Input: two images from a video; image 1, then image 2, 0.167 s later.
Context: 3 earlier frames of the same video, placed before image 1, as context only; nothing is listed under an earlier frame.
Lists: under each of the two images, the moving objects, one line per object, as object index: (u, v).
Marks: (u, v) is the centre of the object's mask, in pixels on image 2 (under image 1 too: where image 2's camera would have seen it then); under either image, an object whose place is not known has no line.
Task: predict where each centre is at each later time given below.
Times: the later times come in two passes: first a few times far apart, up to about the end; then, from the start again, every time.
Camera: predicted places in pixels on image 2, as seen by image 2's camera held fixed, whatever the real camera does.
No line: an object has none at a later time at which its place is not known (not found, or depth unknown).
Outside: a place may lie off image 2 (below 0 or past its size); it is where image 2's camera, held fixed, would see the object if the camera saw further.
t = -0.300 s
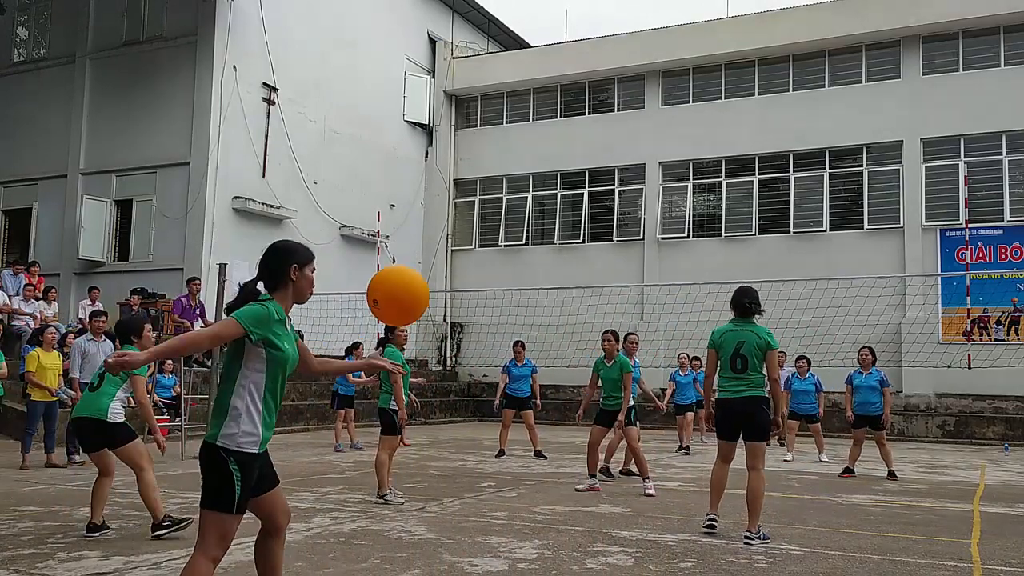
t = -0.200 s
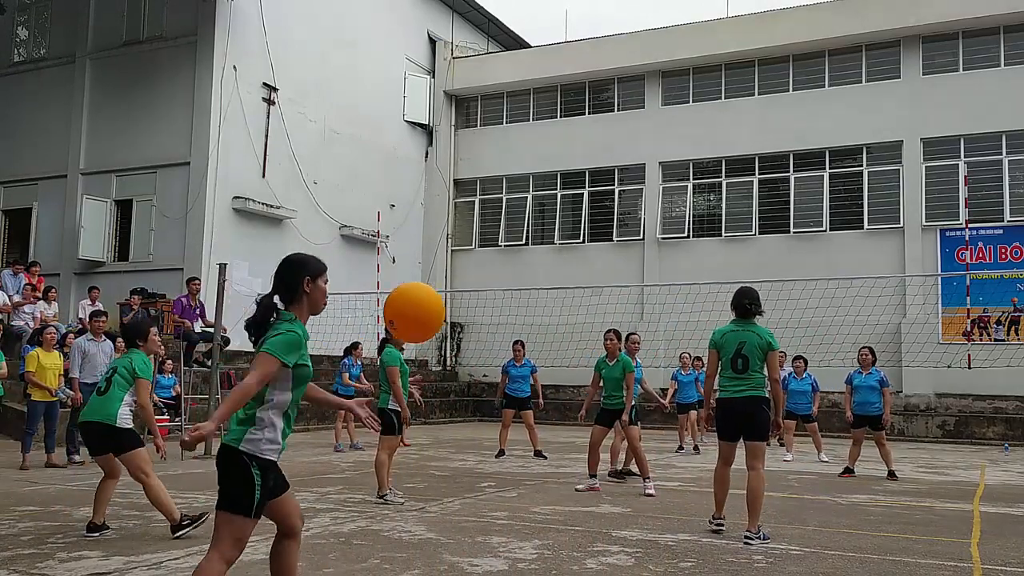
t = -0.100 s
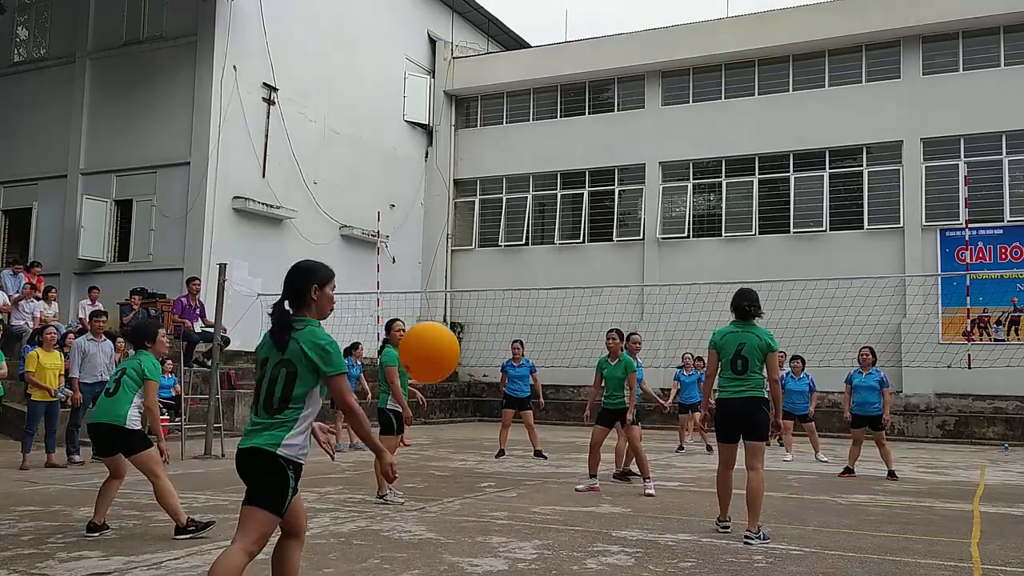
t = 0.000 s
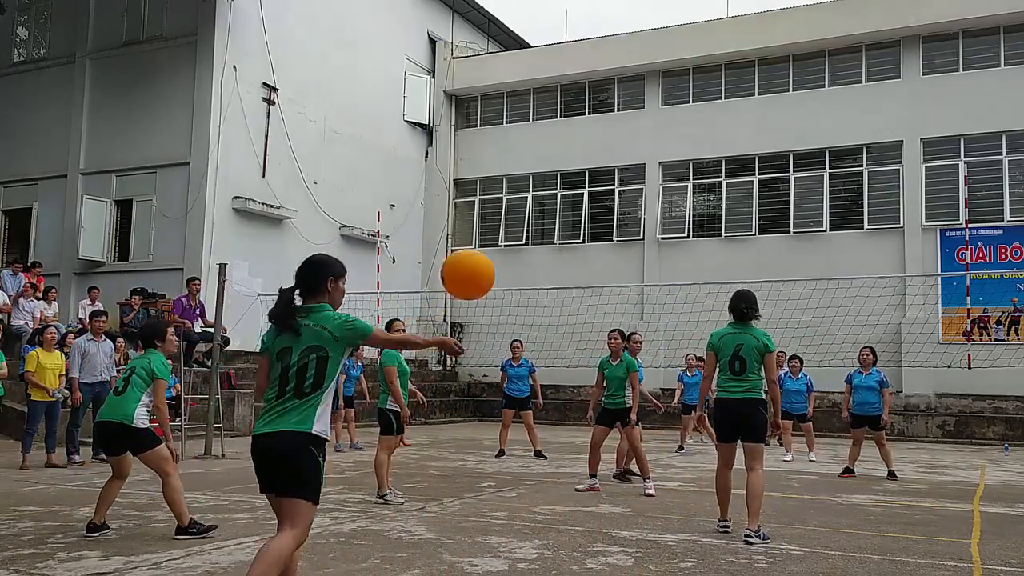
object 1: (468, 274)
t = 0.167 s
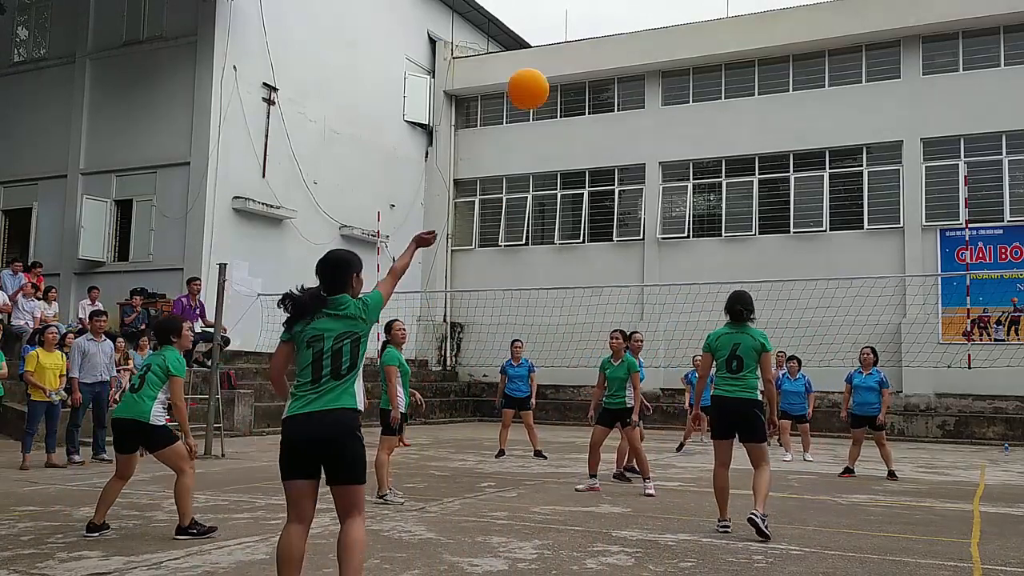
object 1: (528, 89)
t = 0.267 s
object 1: (550, 36)
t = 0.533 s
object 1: (587, 6)
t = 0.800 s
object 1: (609, 40)
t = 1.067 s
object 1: (626, 124)
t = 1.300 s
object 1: (637, 222)
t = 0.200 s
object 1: (536, 68)
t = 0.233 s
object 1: (543, 50)
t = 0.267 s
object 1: (550, 36)
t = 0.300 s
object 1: (556, 24)
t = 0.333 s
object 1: (562, 16)
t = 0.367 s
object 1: (567, 11)
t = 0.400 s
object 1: (572, 8)
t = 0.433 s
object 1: (576, 7)
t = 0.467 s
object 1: (580, 6)
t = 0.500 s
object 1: (584, 5)
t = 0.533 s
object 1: (587, 6)
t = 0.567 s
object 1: (590, 6)
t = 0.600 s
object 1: (594, 8)
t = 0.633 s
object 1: (596, 10)
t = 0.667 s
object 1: (599, 12)
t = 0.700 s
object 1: (602, 18)
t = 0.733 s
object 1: (604, 24)
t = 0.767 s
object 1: (607, 32)
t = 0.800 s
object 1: (609, 40)
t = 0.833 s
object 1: (612, 48)
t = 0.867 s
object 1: (614, 57)
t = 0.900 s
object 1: (616, 67)
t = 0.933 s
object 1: (618, 77)
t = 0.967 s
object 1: (620, 88)
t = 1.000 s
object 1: (622, 100)
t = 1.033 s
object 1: (624, 112)
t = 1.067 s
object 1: (626, 124)
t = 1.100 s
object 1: (628, 137)
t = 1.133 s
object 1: (629, 150)
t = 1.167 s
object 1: (631, 164)
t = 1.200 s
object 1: (633, 177)
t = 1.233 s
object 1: (634, 192)
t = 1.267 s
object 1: (636, 207)
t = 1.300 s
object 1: (637, 222)
